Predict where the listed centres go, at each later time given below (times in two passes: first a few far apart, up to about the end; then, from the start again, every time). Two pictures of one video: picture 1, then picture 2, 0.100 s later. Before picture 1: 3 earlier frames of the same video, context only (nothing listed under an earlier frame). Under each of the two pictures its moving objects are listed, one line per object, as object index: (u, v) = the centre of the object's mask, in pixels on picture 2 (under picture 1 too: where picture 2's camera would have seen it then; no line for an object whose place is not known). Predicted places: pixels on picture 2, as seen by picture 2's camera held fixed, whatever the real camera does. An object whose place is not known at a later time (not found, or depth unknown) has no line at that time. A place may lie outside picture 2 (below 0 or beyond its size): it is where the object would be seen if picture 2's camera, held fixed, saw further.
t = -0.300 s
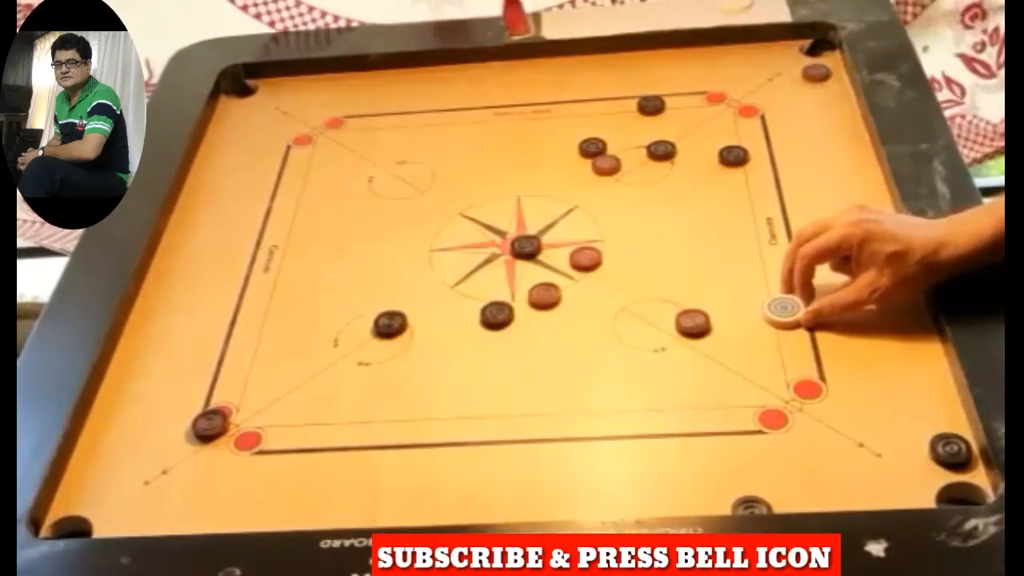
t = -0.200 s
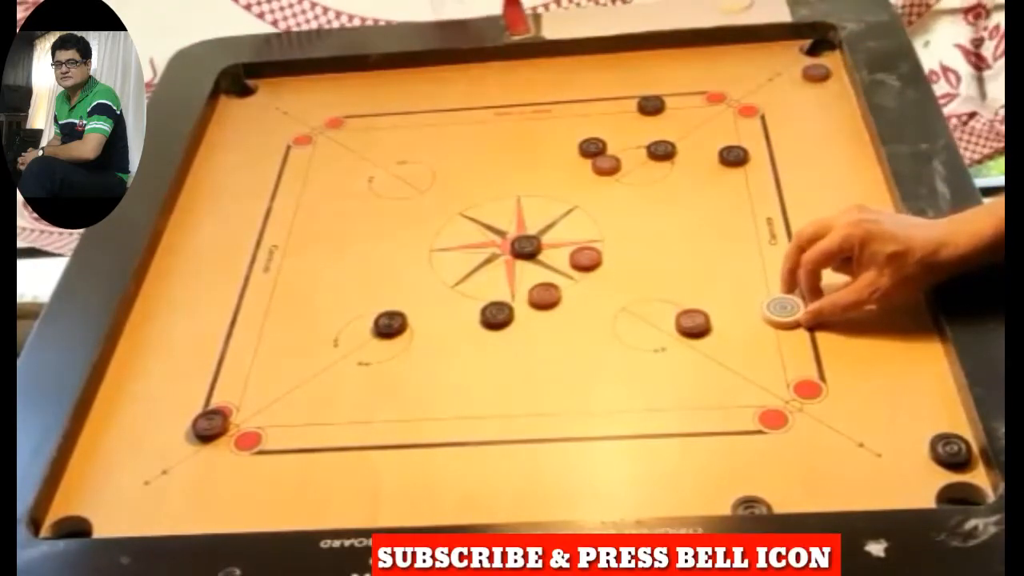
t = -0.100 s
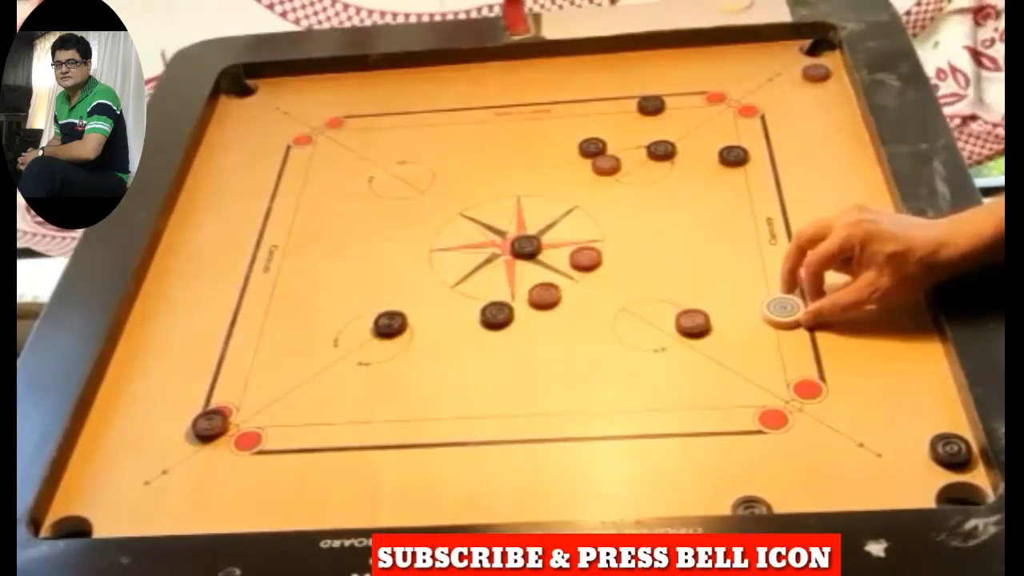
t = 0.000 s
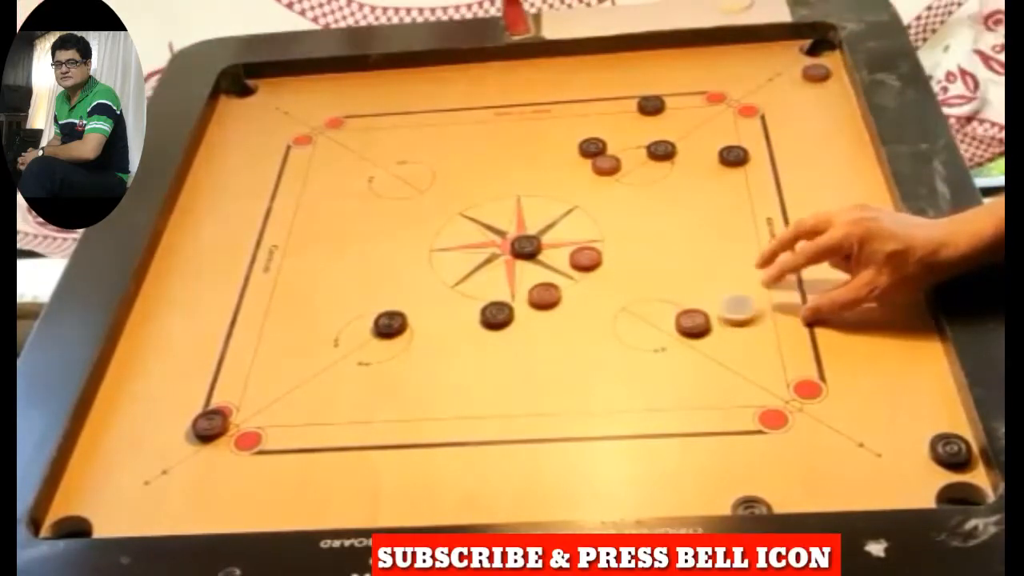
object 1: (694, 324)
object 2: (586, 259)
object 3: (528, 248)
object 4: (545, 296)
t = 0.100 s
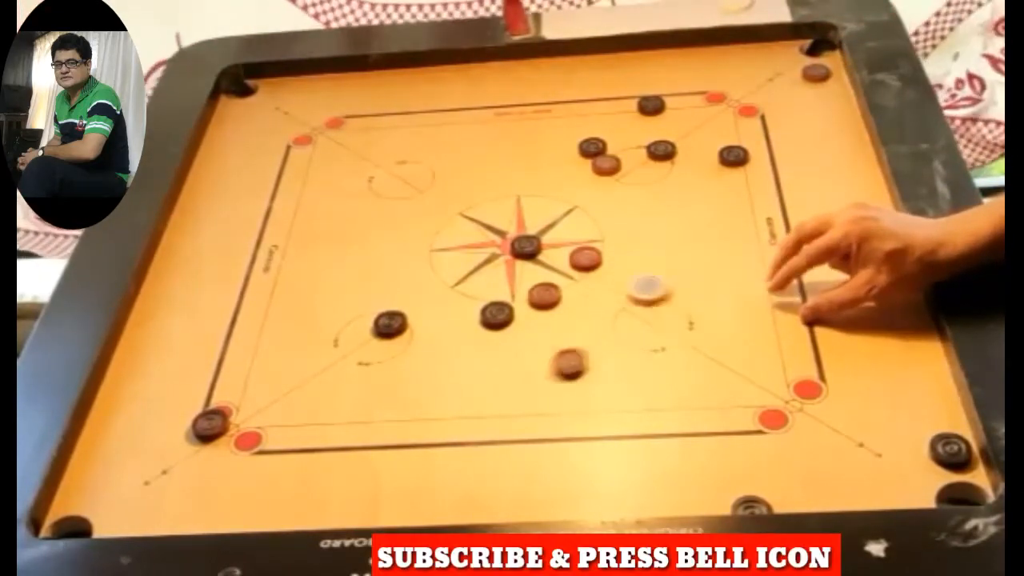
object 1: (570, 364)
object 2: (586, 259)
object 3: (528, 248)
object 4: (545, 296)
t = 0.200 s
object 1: (442, 405)
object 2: (559, 241)
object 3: (528, 248)
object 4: (544, 296)
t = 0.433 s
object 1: (187, 484)
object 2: (516, 170)
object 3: (487, 251)
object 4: (528, 305)
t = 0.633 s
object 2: (497, 139)
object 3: (474, 248)
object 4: (528, 305)
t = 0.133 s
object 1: (526, 379)
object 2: (586, 259)
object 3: (528, 248)
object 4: (545, 296)
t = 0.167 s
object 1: (484, 392)
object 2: (578, 253)
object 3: (528, 248)
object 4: (544, 296)
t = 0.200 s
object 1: (442, 405)
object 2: (559, 241)
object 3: (528, 248)
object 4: (544, 296)
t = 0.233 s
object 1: (402, 418)
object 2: (550, 228)
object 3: (521, 250)
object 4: (543, 297)
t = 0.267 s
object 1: (363, 430)
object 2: (543, 216)
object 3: (513, 250)
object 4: (535, 301)
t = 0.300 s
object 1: (324, 442)
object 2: (537, 204)
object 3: (502, 250)
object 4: (529, 304)
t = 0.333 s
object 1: (288, 453)
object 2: (531, 194)
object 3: (496, 250)
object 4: (528, 305)
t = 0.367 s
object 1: (253, 464)
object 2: (526, 185)
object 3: (491, 251)
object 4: (528, 305)
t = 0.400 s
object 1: (219, 475)
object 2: (520, 177)
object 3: (489, 251)
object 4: (528, 305)
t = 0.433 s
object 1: (187, 484)
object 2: (516, 170)
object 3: (487, 251)
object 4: (528, 305)
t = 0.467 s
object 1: (157, 493)
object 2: (512, 163)
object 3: (484, 251)
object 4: (528, 305)
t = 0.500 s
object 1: (128, 502)
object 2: (508, 157)
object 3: (480, 250)
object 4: (528, 305)
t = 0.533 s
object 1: (102, 509)
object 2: (505, 152)
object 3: (477, 249)
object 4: (529, 305)
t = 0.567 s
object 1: (76, 516)
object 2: (502, 147)
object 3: (475, 248)
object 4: (528, 305)
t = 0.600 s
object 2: (499, 143)
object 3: (474, 248)
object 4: (528, 305)
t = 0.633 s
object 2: (497, 139)
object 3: (474, 248)
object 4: (528, 305)
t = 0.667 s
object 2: (495, 136)
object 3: (474, 248)
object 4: (528, 305)
